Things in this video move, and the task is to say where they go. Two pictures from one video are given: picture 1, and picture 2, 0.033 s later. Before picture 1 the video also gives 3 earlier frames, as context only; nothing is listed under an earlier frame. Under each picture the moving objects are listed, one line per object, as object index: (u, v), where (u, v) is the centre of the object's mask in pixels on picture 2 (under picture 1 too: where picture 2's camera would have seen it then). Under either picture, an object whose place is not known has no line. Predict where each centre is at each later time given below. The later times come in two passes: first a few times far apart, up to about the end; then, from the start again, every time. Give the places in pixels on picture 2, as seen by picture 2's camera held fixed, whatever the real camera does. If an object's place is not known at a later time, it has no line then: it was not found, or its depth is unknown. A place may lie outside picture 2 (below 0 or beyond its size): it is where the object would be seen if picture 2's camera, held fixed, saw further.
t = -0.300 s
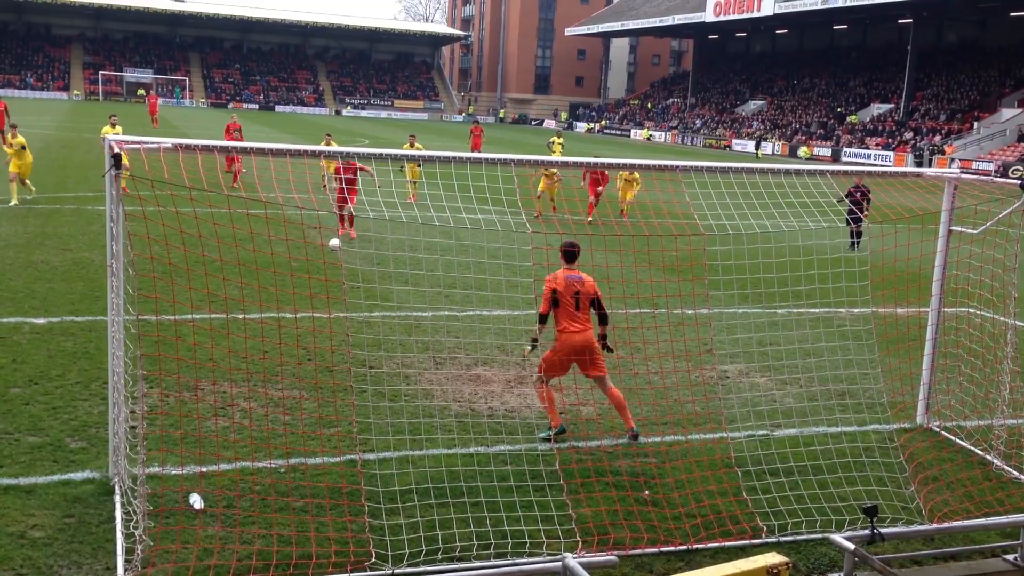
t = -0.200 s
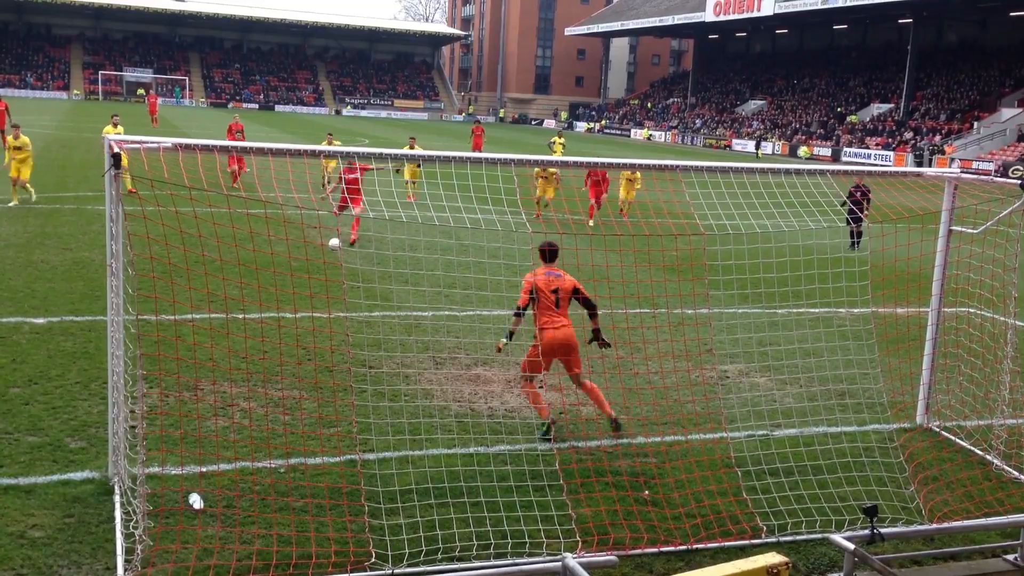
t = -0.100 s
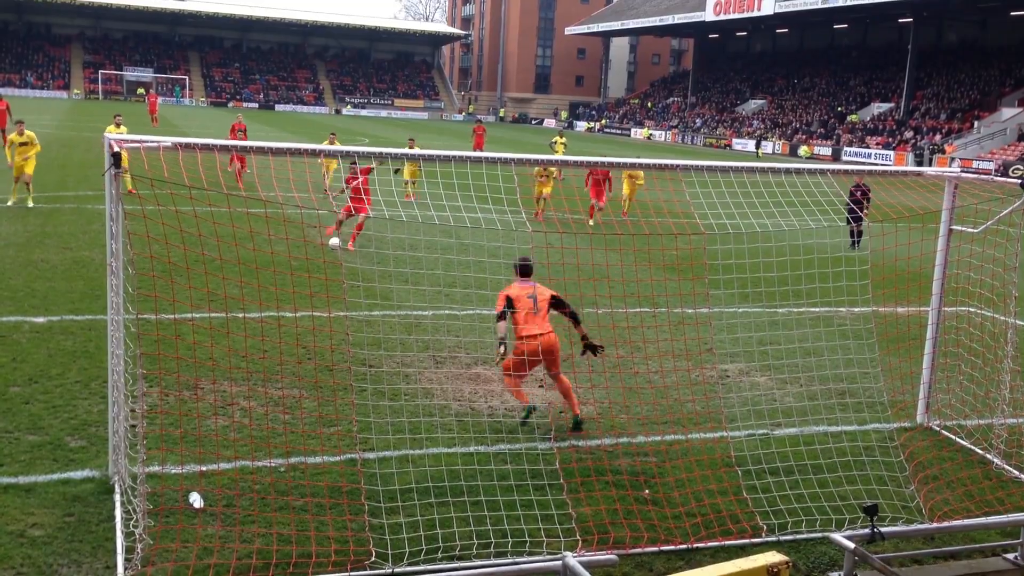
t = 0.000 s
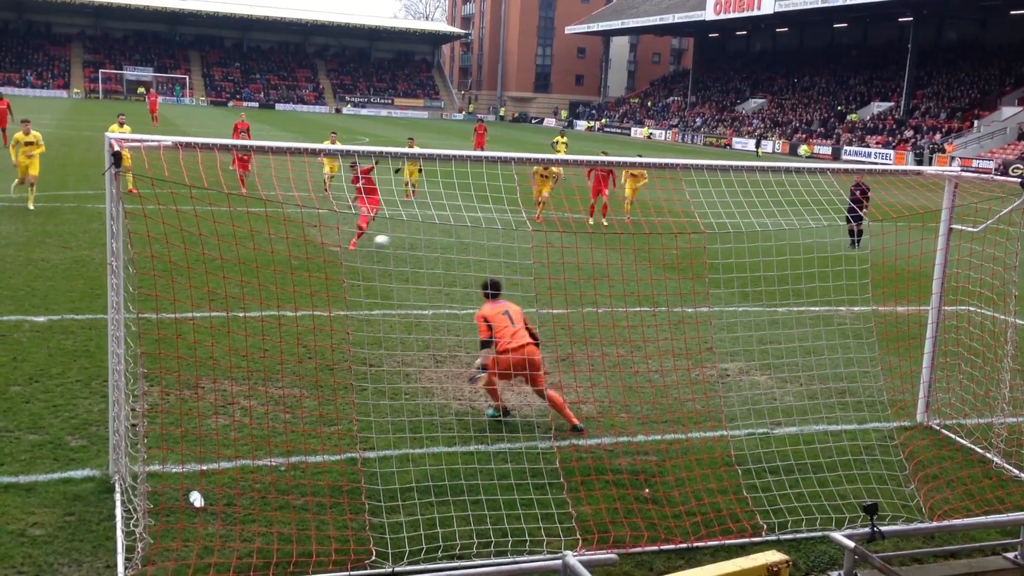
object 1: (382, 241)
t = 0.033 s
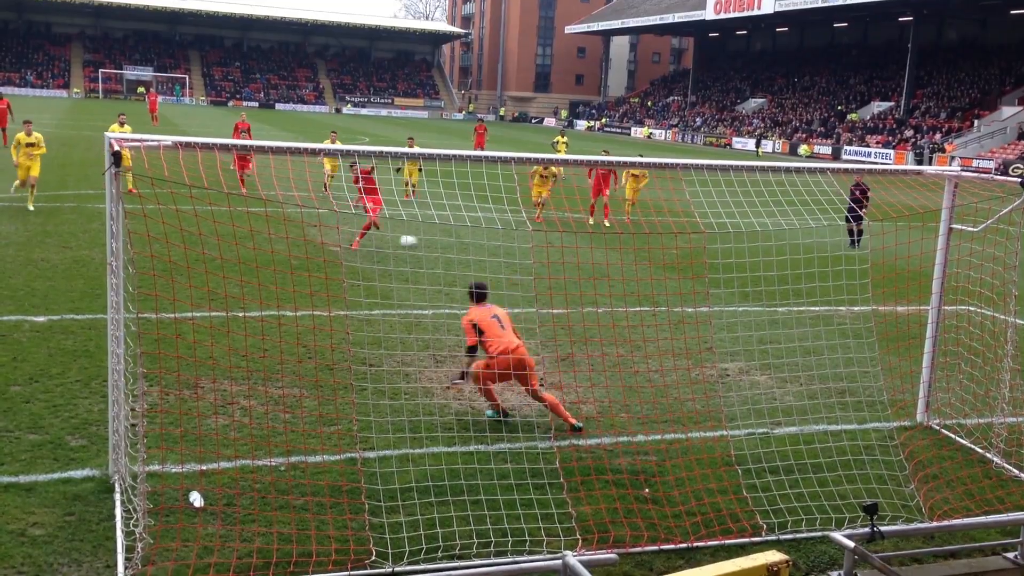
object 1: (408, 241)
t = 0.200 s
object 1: (604, 263)
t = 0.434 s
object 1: (1023, 352)
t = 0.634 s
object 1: (980, 454)
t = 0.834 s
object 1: (951, 393)
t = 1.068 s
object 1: (928, 322)
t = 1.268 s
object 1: (903, 310)
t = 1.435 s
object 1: (881, 329)
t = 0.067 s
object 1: (439, 242)
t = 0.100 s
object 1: (473, 245)
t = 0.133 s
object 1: (511, 249)
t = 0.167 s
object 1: (554, 255)
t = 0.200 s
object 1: (604, 263)
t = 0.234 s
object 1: (658, 272)
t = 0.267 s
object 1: (721, 284)
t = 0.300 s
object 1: (794, 300)
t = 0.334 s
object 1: (879, 320)
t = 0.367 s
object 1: (967, 344)
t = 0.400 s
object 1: (1013, 351)
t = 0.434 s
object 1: (1023, 352)
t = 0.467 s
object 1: (1023, 368)
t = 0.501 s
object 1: (1020, 384)
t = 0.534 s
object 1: (1014, 401)
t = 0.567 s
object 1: (1002, 418)
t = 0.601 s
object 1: (990, 435)
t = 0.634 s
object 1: (980, 454)
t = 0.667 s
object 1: (968, 472)
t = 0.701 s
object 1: (962, 462)
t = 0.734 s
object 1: (959, 442)
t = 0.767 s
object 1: (957, 425)
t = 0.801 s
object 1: (953, 408)
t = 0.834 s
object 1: (951, 393)
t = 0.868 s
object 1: (948, 377)
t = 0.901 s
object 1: (944, 367)
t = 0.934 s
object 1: (942, 355)
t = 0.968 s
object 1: (939, 346)
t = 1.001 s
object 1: (935, 337)
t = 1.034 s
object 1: (931, 329)
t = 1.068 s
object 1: (928, 322)
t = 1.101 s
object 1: (924, 317)
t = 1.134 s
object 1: (919, 313)
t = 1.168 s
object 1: (916, 310)
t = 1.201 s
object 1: (912, 309)
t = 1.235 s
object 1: (908, 308)
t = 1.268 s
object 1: (903, 310)
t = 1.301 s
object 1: (899, 311)
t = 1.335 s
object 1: (895, 314)
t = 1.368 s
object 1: (889, 319)
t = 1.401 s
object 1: (886, 324)
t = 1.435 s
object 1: (881, 329)
